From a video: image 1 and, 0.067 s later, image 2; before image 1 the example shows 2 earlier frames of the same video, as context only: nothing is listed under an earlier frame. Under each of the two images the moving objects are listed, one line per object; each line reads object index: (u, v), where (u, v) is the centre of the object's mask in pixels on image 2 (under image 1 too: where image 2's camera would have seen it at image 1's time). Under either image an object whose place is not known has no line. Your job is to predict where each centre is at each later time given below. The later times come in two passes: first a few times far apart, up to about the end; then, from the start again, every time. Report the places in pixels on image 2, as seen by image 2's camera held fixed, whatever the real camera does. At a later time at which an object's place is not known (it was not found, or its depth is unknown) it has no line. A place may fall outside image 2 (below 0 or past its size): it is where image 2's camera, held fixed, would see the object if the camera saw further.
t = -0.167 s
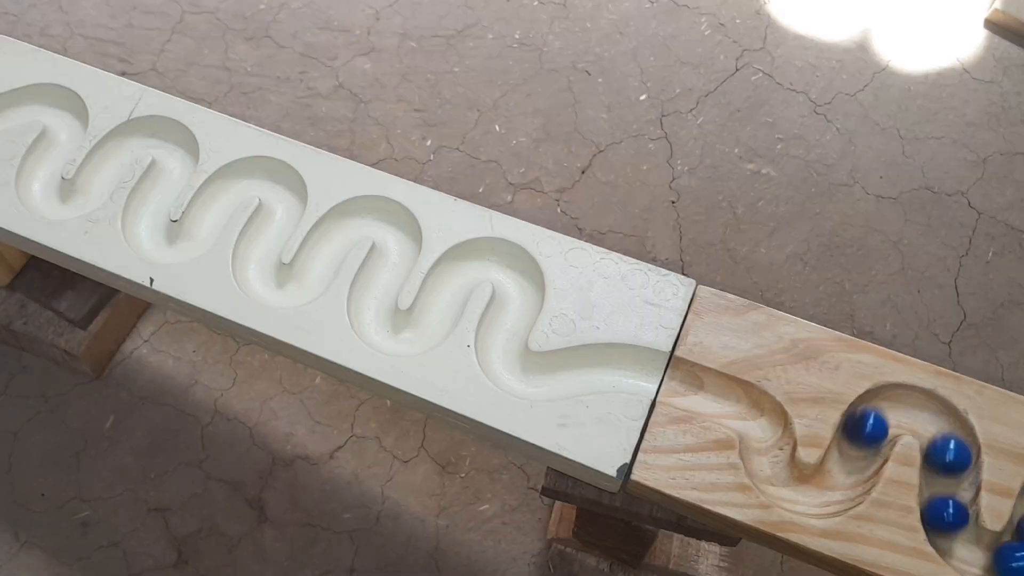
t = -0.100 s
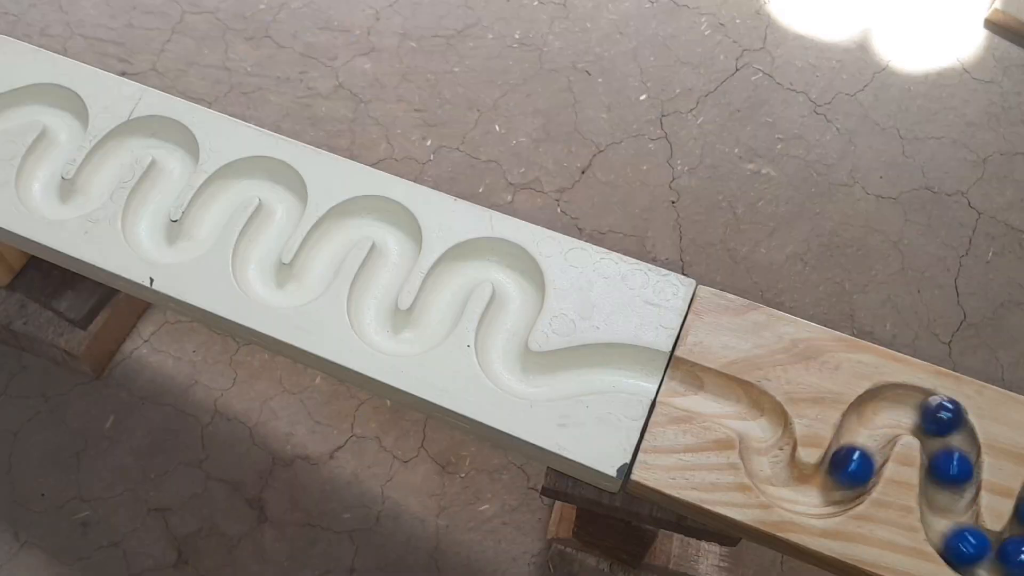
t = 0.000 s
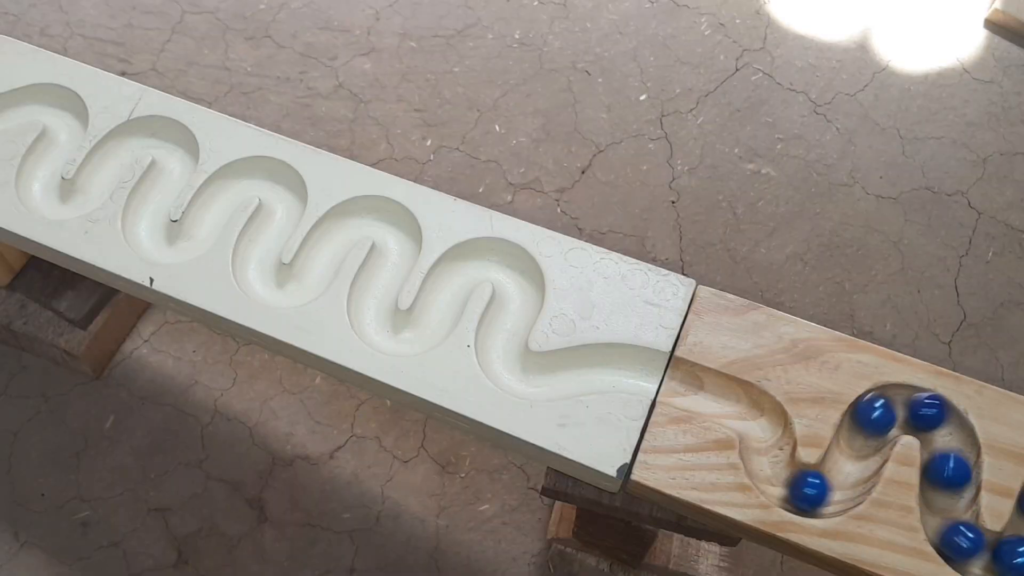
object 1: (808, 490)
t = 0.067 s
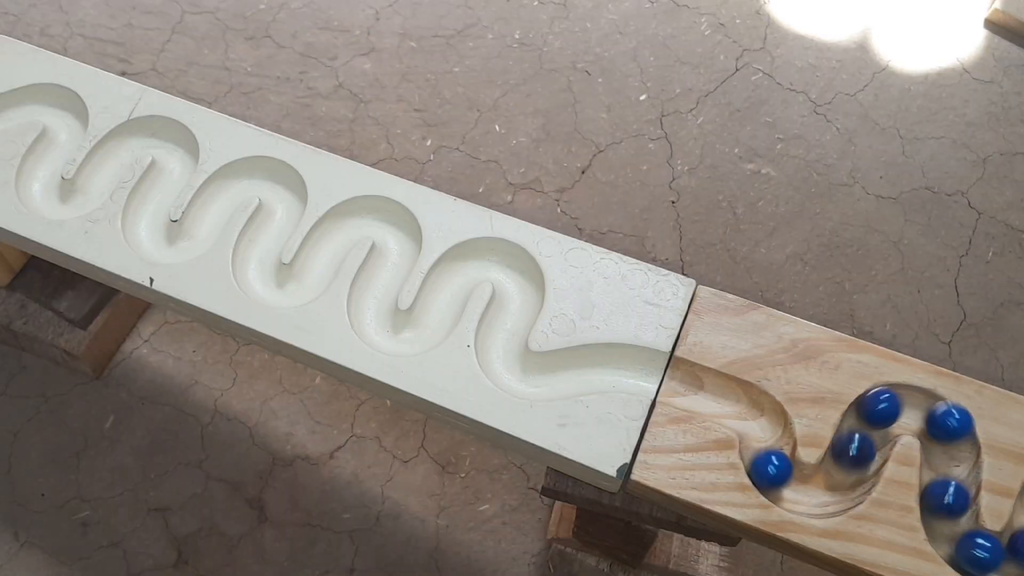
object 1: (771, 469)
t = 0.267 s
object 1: (698, 390)
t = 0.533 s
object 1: (500, 352)
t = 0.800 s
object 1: (449, 280)
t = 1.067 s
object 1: (370, 298)
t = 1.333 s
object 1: (333, 240)
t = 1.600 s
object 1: (256, 250)
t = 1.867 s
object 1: (220, 197)
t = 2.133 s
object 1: (147, 210)
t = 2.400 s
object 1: (116, 153)
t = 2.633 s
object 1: (39, 193)
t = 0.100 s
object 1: (766, 450)
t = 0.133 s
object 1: (764, 428)
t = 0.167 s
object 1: (759, 408)
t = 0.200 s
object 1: (742, 403)
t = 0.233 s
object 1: (720, 399)
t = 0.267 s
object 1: (698, 390)
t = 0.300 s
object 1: (676, 379)
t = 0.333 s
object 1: (650, 372)
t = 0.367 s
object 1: (620, 369)
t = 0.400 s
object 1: (591, 367)
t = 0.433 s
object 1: (562, 373)
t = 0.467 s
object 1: (531, 379)
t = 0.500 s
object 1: (508, 370)
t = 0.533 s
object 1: (500, 352)
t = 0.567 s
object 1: (501, 328)
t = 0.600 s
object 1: (512, 307)
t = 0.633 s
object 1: (525, 289)
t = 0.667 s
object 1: (519, 275)
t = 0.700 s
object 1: (503, 262)
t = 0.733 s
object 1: (484, 258)
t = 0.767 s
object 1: (464, 266)
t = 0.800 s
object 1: (449, 280)
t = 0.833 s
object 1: (441, 296)
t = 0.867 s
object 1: (436, 314)
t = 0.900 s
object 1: (428, 328)
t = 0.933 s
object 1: (415, 335)
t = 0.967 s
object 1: (397, 335)
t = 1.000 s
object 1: (380, 329)
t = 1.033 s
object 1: (371, 316)
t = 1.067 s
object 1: (370, 298)
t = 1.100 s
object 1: (377, 281)
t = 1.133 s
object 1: (389, 265)
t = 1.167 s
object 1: (400, 247)
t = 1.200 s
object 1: (399, 232)
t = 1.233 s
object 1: (385, 220)
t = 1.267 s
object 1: (365, 215)
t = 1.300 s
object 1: (346, 223)
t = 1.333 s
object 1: (333, 240)
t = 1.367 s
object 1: (320, 255)
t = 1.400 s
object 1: (312, 271)
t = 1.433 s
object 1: (304, 284)
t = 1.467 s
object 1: (292, 288)
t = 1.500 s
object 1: (276, 287)
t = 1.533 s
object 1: (261, 280)
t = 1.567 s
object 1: (253, 267)
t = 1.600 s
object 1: (256, 250)
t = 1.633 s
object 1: (264, 234)
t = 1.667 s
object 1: (276, 219)
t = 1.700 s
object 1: (288, 203)
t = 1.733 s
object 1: (286, 191)
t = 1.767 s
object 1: (272, 180)
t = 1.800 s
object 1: (253, 174)
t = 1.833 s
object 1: (235, 181)
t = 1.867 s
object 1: (220, 197)
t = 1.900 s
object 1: (209, 213)
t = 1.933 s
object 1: (202, 228)
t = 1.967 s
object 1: (193, 239)
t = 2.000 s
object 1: (179, 244)
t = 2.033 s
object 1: (162, 245)
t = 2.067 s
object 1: (149, 238)
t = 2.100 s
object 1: (143, 225)
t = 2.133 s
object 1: (147, 210)
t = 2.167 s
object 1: (155, 193)
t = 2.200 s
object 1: (166, 178)
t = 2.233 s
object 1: (179, 162)
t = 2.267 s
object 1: (180, 150)
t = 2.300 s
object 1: (168, 139)
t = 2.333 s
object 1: (151, 133)
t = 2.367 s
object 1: (132, 139)
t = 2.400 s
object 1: (116, 153)
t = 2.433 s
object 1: (104, 168)
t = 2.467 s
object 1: (94, 181)
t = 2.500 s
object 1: (86, 194)
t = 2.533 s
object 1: (76, 201)
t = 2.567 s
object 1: (65, 201)
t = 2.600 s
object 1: (51, 199)
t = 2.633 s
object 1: (39, 193)
